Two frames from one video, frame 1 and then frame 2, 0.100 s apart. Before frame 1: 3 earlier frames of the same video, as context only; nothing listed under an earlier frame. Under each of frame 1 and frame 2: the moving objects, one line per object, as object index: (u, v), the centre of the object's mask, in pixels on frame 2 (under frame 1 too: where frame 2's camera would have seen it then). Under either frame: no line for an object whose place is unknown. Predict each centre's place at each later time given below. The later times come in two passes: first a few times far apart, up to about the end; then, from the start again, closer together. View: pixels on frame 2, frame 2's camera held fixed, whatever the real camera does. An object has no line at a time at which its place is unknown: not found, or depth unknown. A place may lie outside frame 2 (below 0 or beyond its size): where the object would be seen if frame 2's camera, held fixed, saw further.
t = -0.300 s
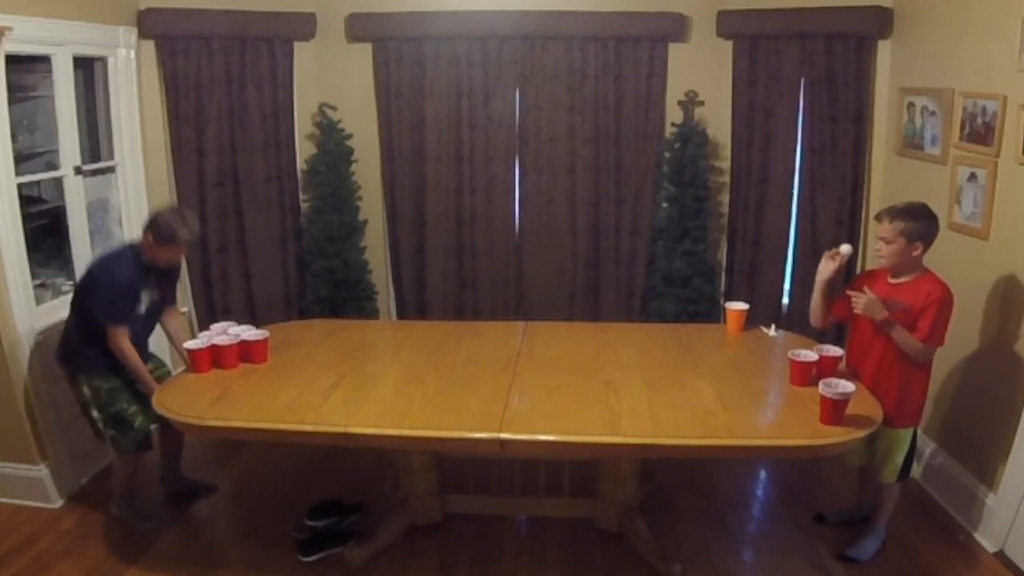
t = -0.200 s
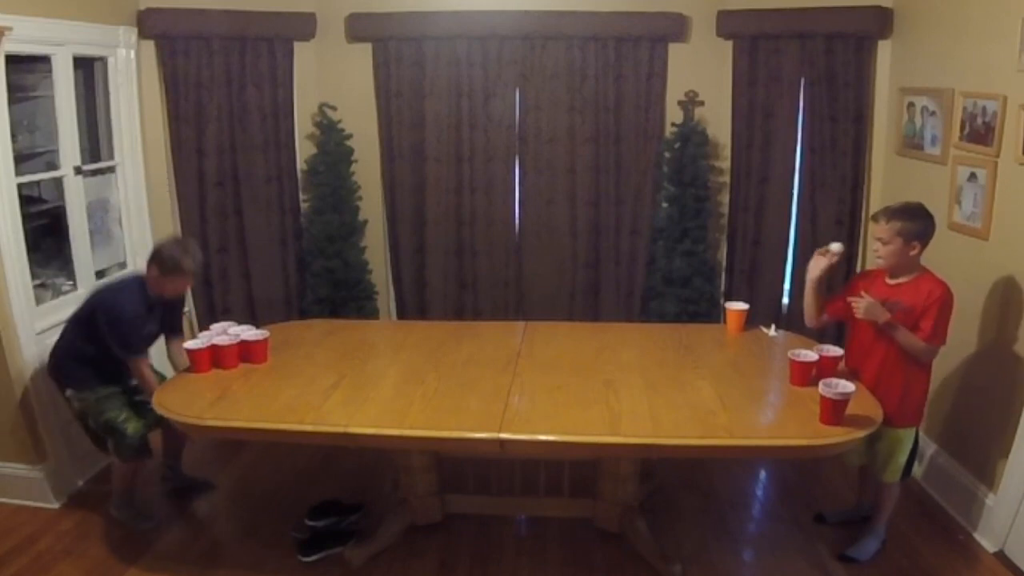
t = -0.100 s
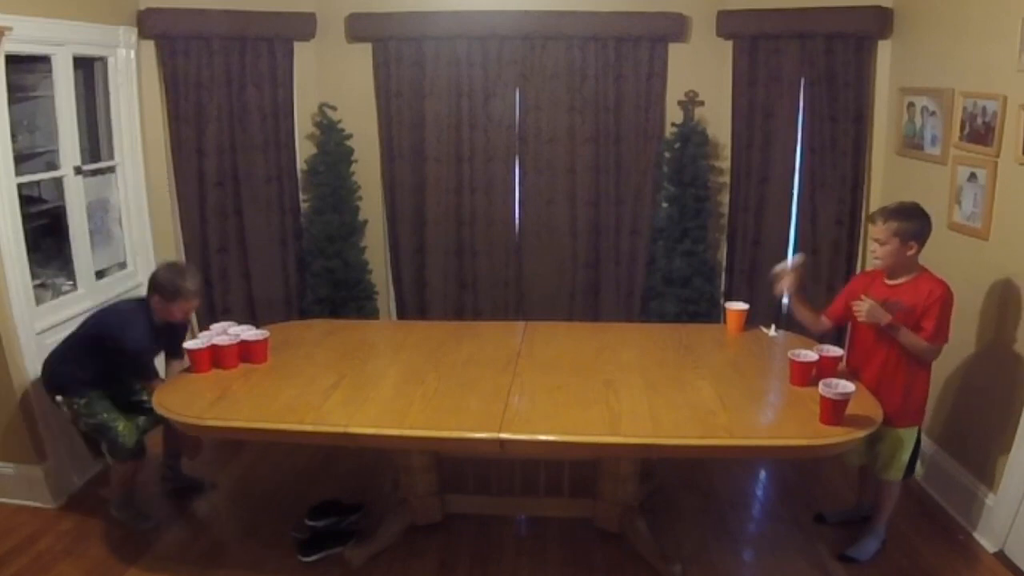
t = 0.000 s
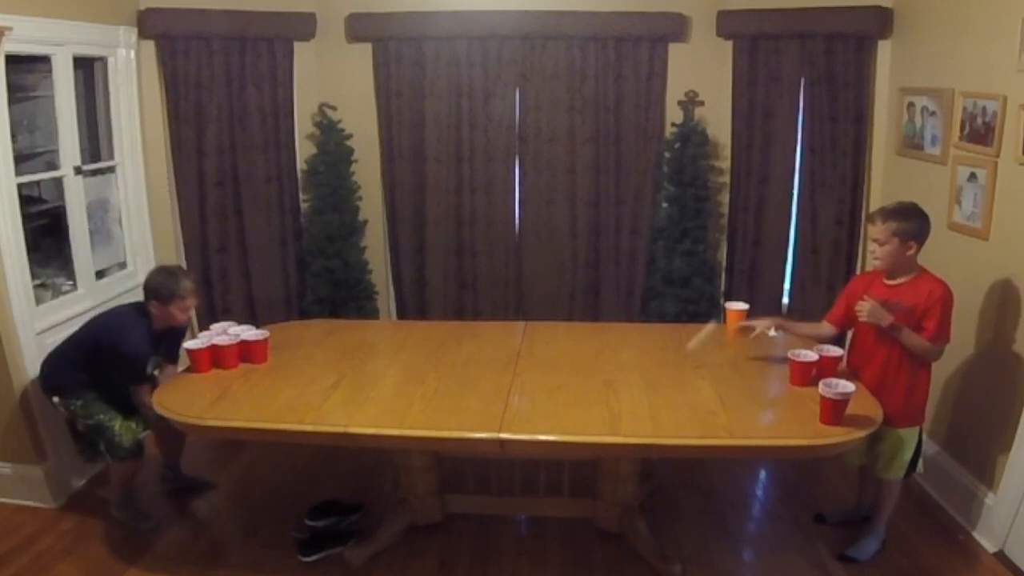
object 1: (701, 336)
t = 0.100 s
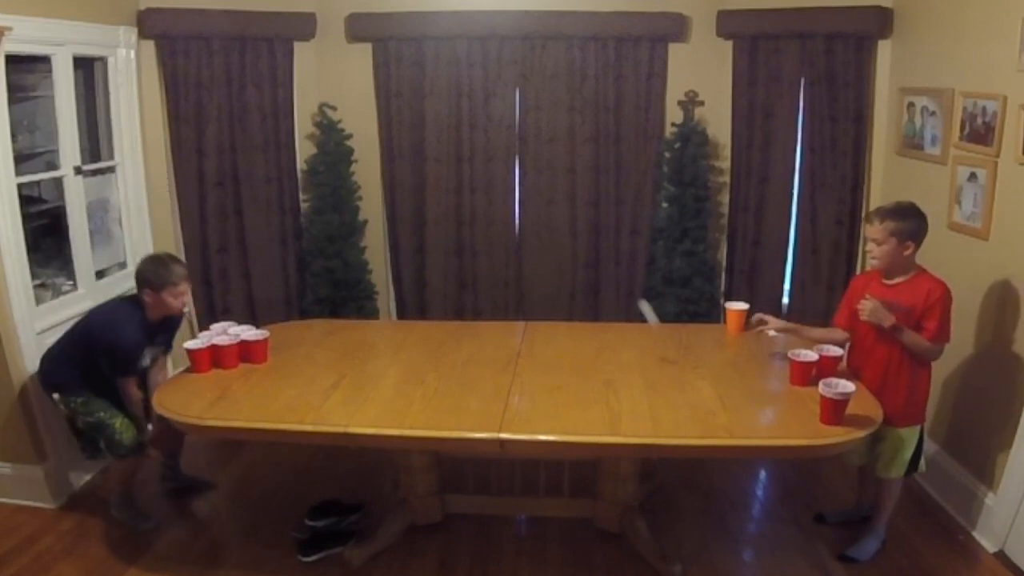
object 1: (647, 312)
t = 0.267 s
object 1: (579, 236)
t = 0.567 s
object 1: (463, 287)
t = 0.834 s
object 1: (370, 280)
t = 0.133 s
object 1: (634, 292)
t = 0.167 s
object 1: (620, 273)
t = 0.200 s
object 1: (607, 258)
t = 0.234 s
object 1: (593, 245)
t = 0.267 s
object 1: (579, 236)
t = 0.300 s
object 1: (565, 229)
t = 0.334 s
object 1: (552, 227)
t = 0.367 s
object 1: (538, 227)
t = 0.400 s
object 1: (524, 230)
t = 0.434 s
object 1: (512, 235)
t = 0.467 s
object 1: (499, 244)
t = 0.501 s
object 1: (486, 256)
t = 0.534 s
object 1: (475, 270)
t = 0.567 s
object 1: (463, 287)
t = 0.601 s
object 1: (453, 305)
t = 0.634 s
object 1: (443, 325)
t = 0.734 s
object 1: (407, 317)
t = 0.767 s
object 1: (396, 304)
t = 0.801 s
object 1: (383, 290)
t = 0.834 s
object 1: (370, 280)
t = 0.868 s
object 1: (358, 273)
